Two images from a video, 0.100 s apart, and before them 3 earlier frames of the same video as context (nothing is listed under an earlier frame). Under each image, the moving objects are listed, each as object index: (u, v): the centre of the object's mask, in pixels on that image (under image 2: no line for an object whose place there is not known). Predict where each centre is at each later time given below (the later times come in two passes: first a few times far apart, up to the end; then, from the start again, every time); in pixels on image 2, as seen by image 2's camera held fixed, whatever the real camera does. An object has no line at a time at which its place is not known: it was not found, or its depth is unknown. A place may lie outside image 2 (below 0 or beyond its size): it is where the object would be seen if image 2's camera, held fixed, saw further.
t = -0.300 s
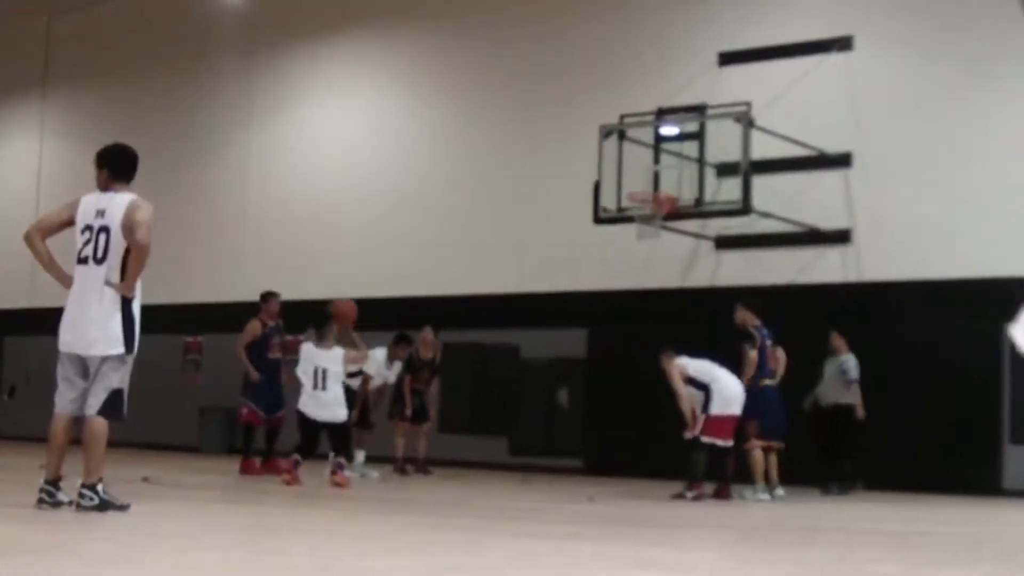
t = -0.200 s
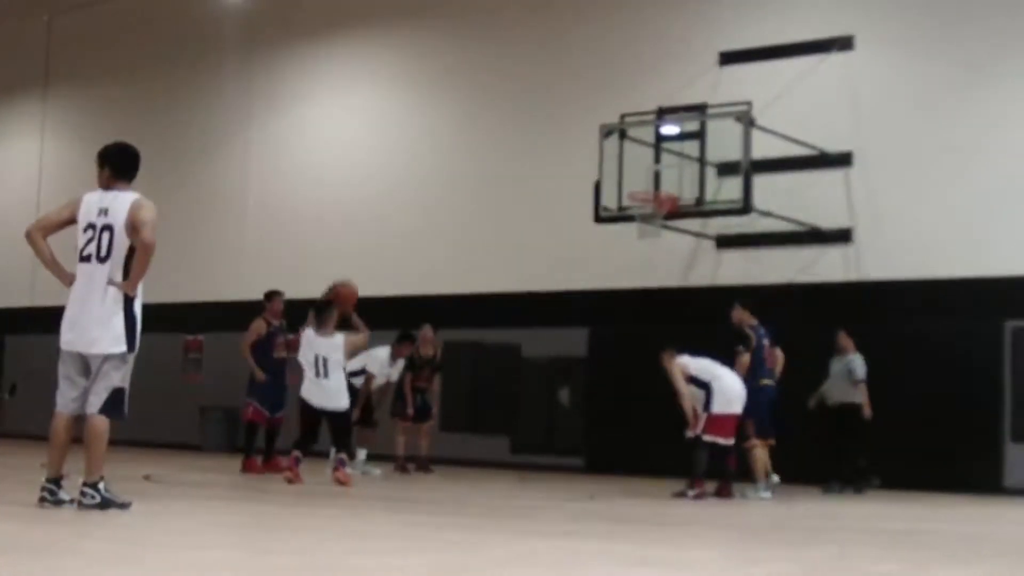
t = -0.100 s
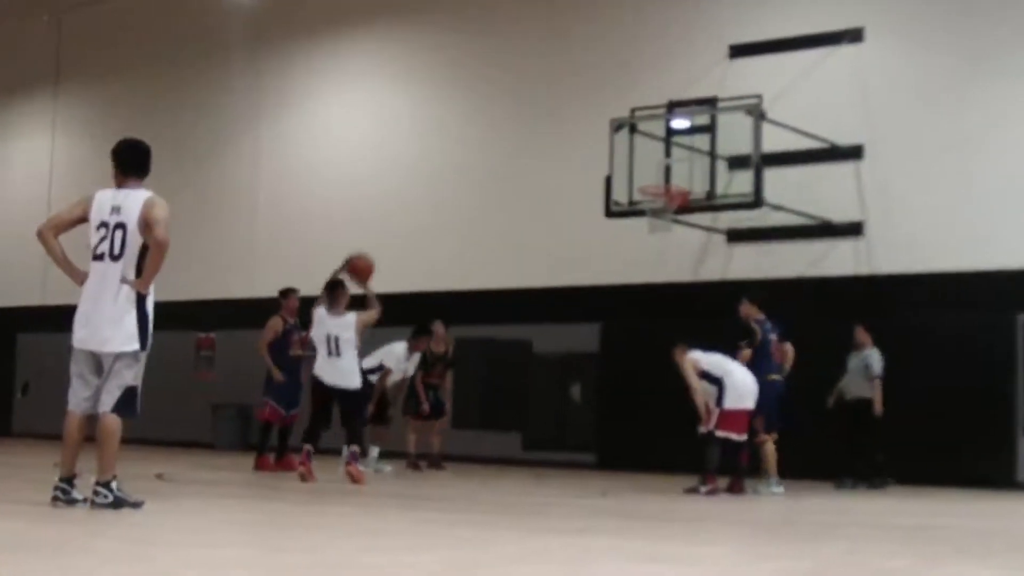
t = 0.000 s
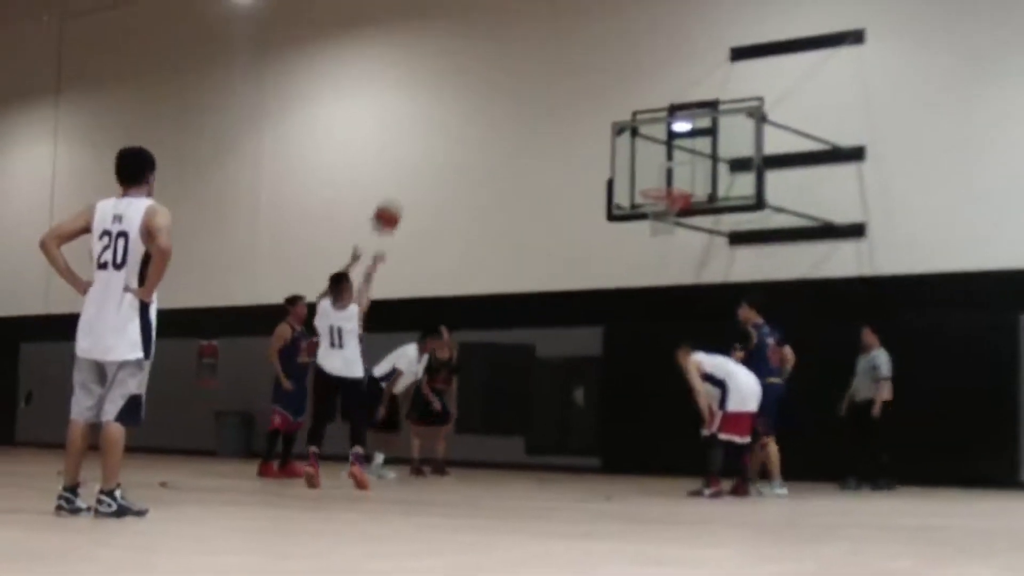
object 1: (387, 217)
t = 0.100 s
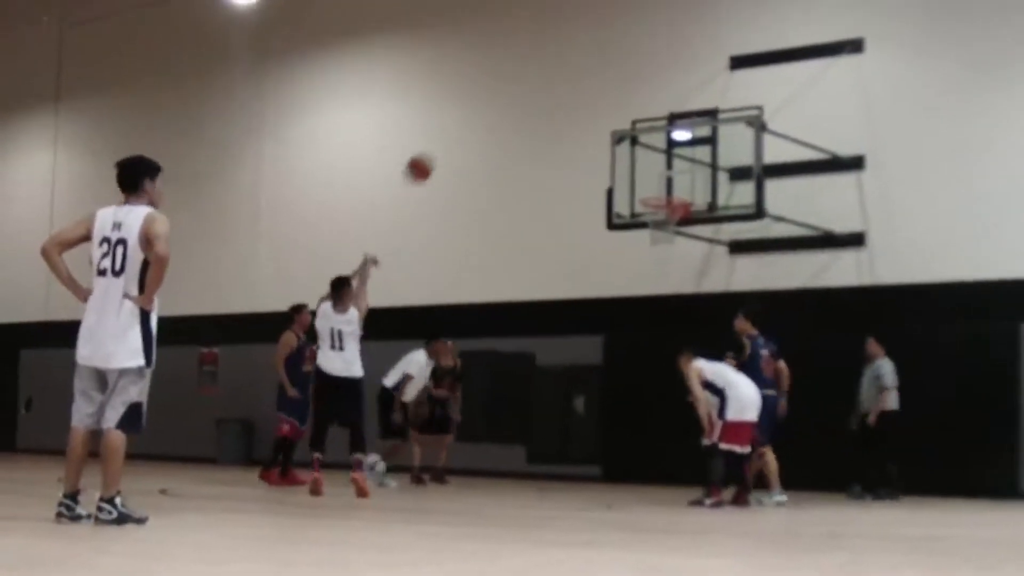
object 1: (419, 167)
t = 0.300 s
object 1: (478, 94)
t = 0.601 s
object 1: (554, 66)
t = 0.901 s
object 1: (622, 126)
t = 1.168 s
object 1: (666, 204)
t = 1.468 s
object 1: (667, 259)
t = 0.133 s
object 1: (429, 152)
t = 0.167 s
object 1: (439, 138)
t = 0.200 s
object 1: (449, 125)
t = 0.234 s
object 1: (459, 113)
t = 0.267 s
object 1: (468, 103)
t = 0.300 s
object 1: (478, 94)
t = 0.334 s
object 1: (486, 86)
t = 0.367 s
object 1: (496, 79)
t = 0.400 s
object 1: (504, 74)
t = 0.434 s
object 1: (513, 70)
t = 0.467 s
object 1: (522, 67)
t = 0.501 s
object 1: (530, 65)
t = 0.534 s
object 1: (538, 64)
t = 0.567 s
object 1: (546, 65)
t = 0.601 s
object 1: (554, 66)
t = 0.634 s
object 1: (562, 69)
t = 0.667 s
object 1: (570, 72)
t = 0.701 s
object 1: (577, 77)
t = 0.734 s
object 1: (585, 82)
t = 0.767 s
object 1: (592, 89)
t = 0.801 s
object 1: (600, 96)
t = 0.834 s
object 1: (607, 104)
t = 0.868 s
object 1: (614, 114)
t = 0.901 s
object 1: (622, 126)
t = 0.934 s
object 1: (627, 136)
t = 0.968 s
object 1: (635, 148)
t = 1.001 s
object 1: (643, 162)
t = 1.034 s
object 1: (649, 174)
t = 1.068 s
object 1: (655, 188)
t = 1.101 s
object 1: (660, 199)
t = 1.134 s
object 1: (667, 202)
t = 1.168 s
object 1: (666, 204)
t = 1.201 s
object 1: (658, 206)
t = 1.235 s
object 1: (651, 210)
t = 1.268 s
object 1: (653, 213)
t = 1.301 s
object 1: (653, 220)
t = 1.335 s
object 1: (655, 228)
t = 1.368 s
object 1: (658, 233)
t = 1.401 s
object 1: (661, 240)
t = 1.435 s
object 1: (663, 249)
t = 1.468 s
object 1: (667, 259)
